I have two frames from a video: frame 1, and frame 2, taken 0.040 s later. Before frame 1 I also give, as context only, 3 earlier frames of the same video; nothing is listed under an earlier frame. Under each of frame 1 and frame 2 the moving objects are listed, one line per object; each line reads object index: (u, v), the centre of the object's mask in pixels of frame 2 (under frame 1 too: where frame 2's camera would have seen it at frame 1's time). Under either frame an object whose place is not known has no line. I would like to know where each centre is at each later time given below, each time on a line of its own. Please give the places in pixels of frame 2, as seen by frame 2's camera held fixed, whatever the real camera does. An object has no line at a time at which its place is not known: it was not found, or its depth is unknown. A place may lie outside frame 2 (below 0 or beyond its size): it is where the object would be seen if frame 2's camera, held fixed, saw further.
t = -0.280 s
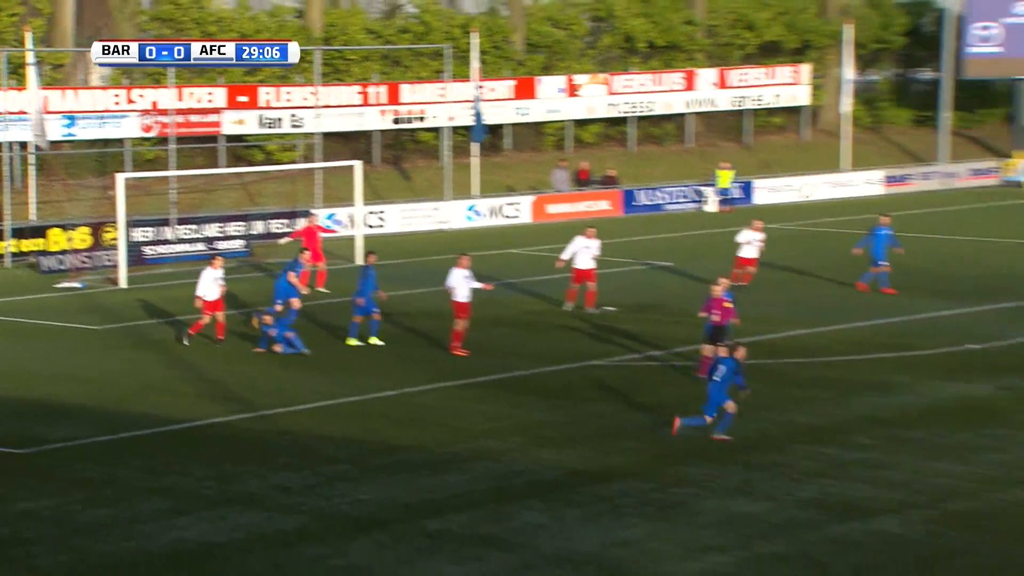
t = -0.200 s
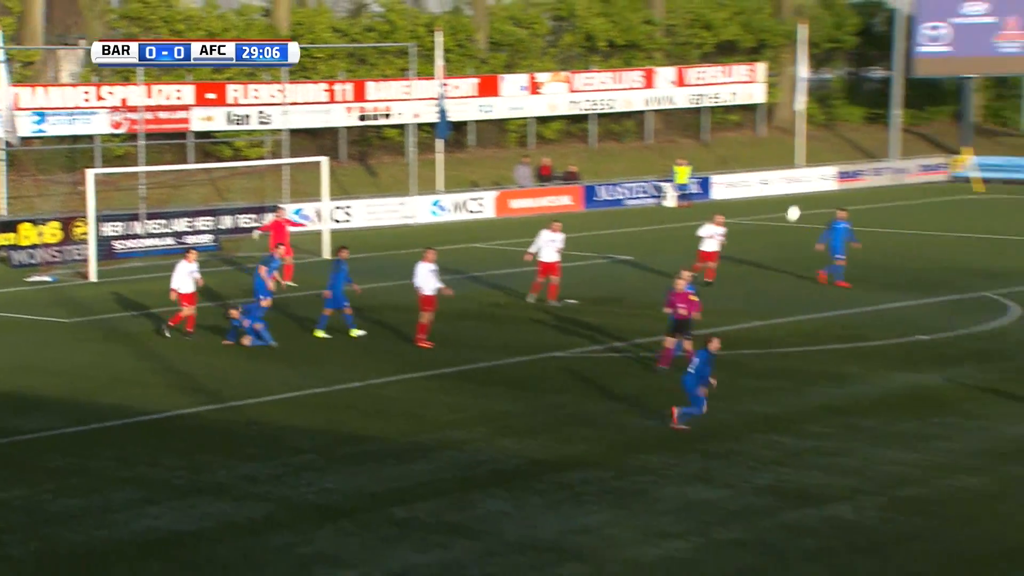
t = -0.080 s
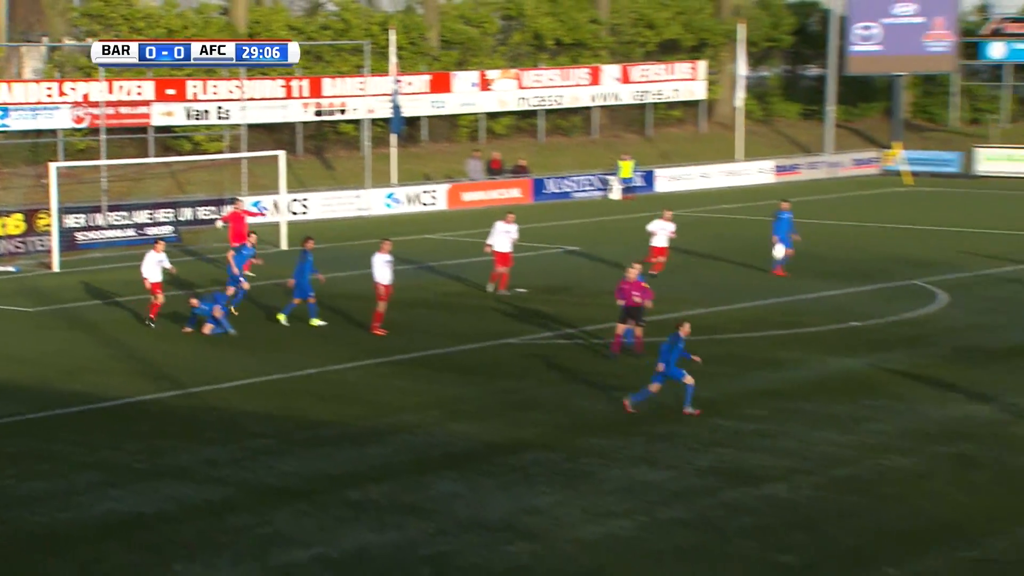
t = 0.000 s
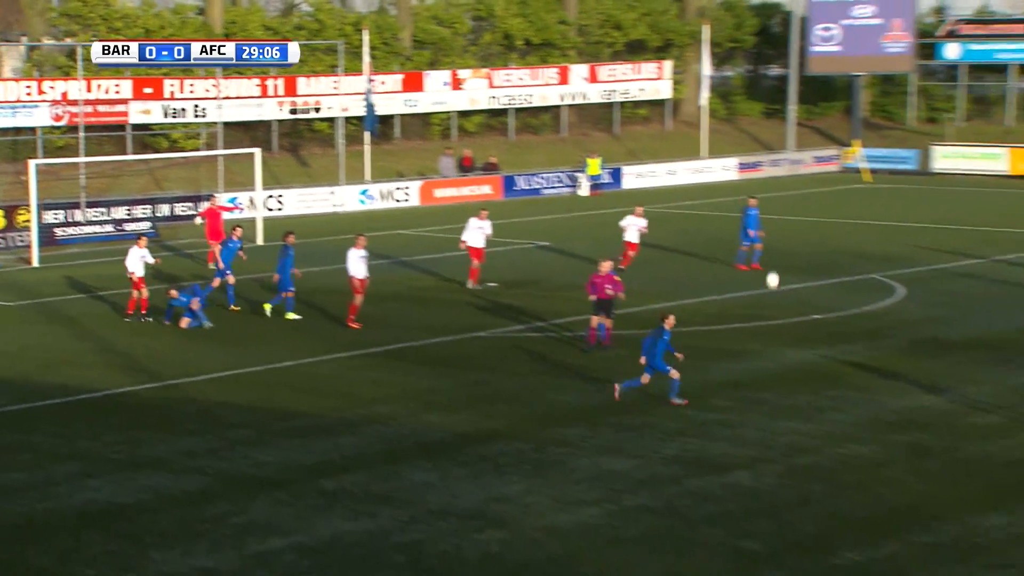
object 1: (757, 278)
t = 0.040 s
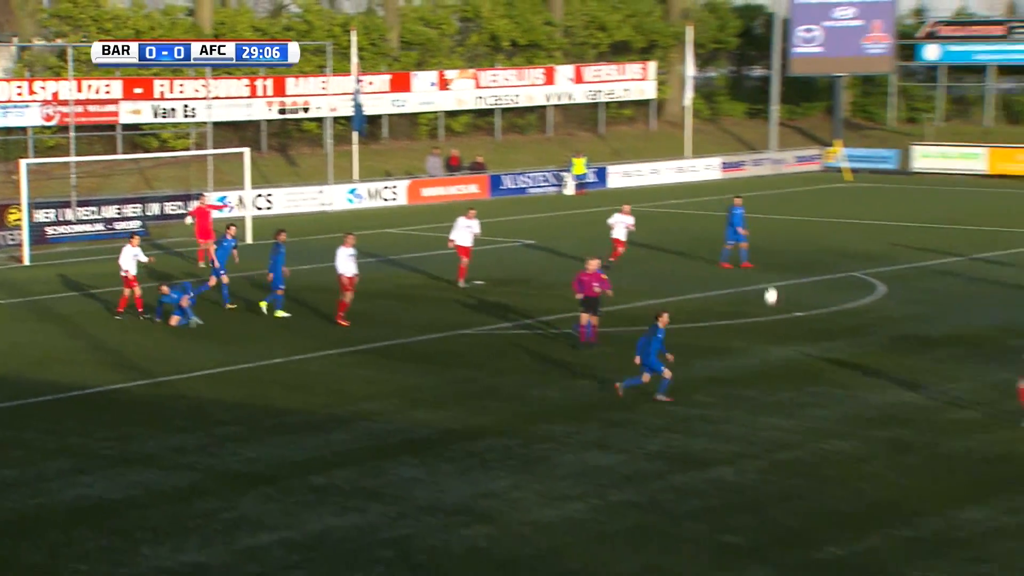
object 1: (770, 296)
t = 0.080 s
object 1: (784, 315)
